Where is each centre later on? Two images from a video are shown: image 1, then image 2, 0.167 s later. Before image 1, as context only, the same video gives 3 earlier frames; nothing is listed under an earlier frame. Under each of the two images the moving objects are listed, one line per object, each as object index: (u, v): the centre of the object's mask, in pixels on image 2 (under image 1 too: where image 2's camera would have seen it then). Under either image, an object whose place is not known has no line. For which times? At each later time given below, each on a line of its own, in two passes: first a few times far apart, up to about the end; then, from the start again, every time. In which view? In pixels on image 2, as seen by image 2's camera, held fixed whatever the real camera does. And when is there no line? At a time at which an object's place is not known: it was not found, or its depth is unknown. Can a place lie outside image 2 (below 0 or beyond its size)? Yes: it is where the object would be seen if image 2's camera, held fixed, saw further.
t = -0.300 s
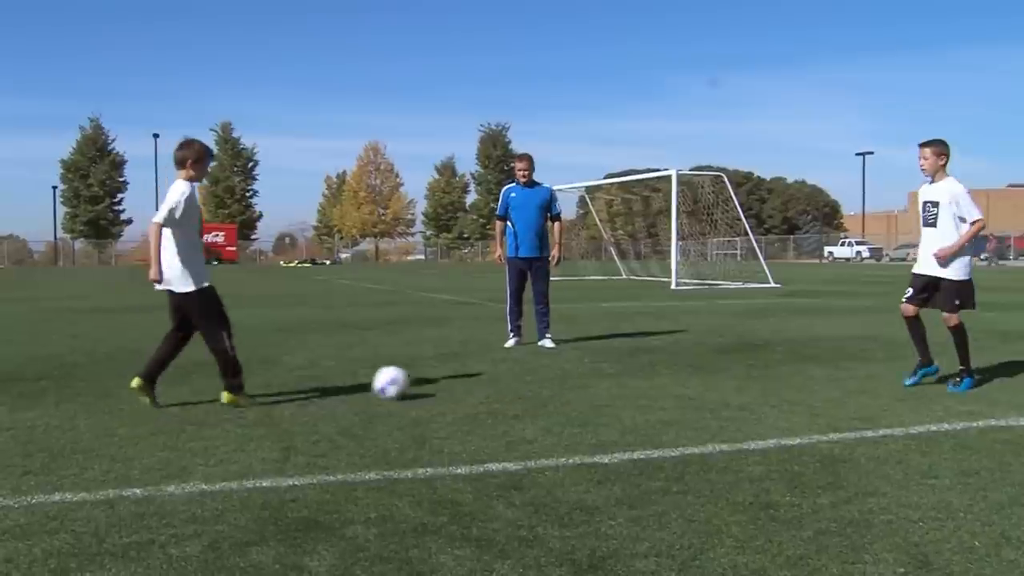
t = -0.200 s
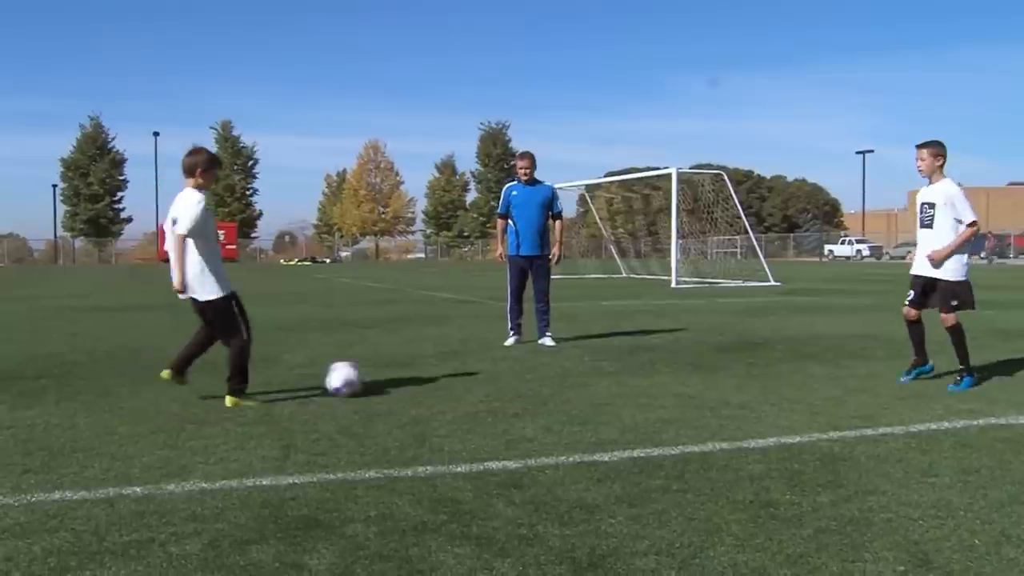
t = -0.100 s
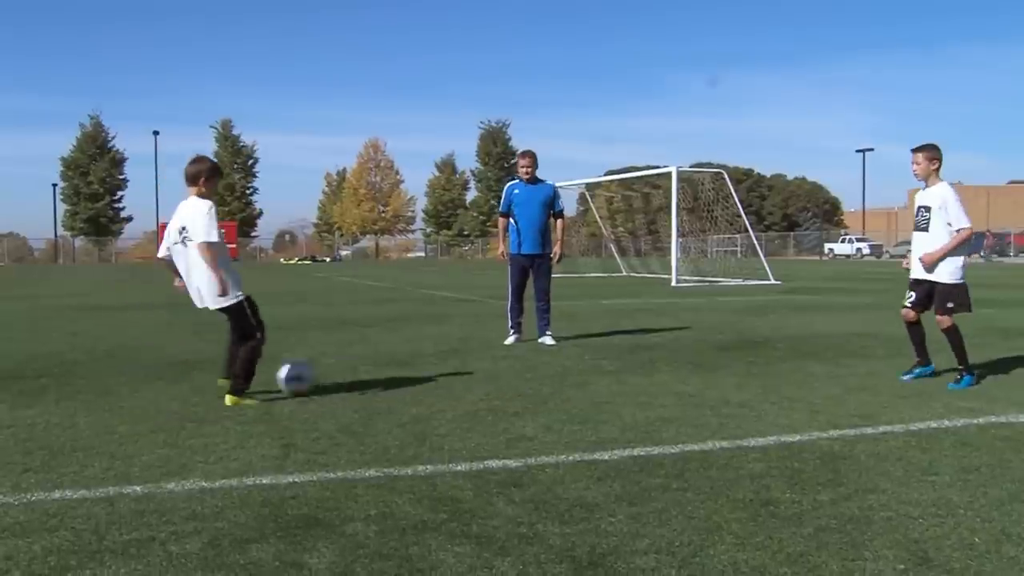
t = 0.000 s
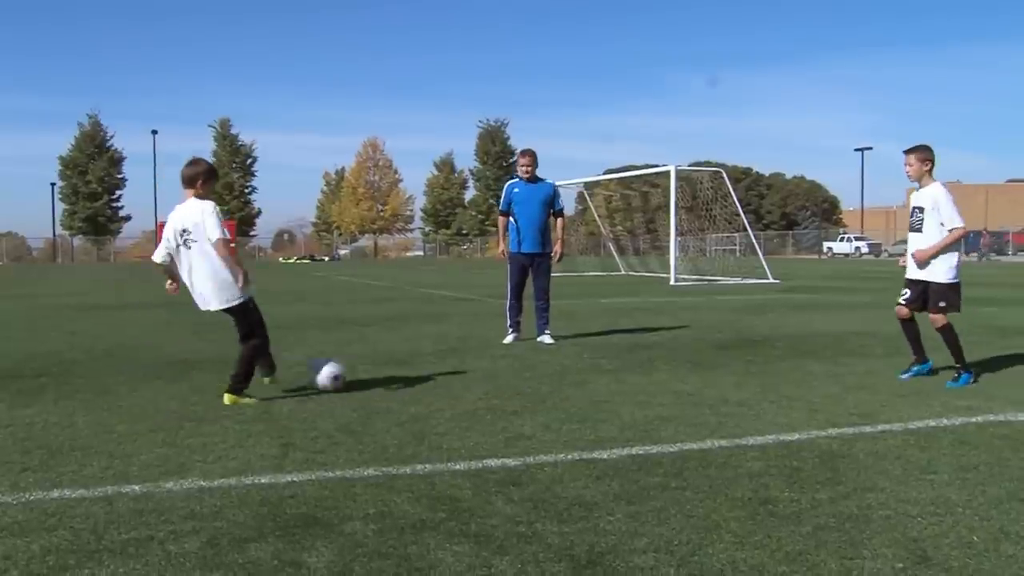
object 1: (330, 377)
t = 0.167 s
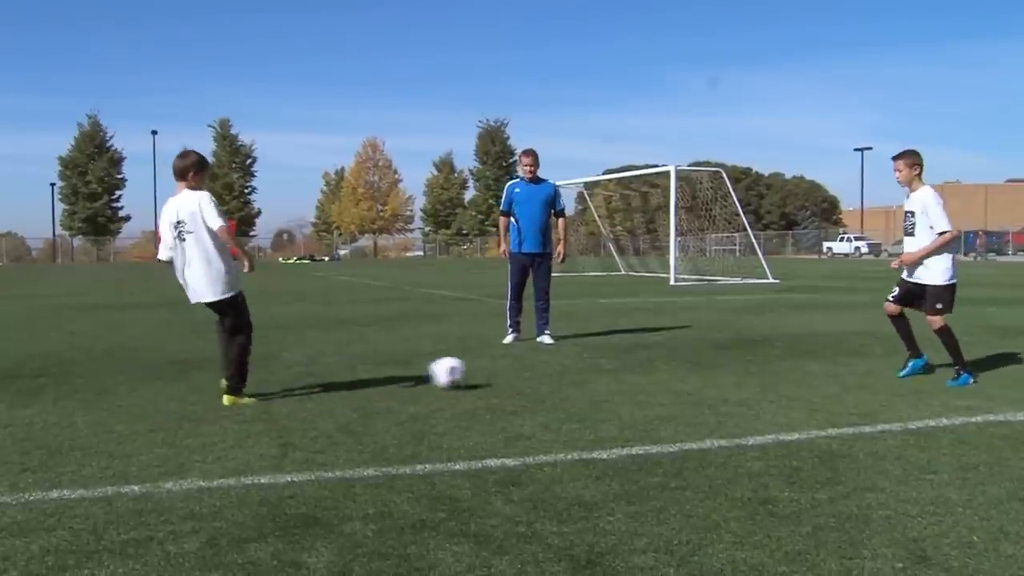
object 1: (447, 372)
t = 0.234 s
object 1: (487, 371)
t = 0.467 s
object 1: (597, 369)
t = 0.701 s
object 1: (693, 366)
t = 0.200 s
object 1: (469, 373)
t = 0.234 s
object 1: (487, 371)
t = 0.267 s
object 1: (504, 369)
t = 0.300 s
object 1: (520, 370)
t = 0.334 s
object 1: (536, 370)
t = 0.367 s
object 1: (552, 370)
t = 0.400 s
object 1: (568, 370)
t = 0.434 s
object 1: (582, 368)
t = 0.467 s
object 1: (597, 369)
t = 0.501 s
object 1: (611, 368)
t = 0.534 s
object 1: (625, 367)
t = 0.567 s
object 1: (639, 368)
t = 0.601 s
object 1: (653, 367)
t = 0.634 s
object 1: (667, 366)
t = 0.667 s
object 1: (680, 366)
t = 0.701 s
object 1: (693, 366)
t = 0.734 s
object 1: (706, 365)
